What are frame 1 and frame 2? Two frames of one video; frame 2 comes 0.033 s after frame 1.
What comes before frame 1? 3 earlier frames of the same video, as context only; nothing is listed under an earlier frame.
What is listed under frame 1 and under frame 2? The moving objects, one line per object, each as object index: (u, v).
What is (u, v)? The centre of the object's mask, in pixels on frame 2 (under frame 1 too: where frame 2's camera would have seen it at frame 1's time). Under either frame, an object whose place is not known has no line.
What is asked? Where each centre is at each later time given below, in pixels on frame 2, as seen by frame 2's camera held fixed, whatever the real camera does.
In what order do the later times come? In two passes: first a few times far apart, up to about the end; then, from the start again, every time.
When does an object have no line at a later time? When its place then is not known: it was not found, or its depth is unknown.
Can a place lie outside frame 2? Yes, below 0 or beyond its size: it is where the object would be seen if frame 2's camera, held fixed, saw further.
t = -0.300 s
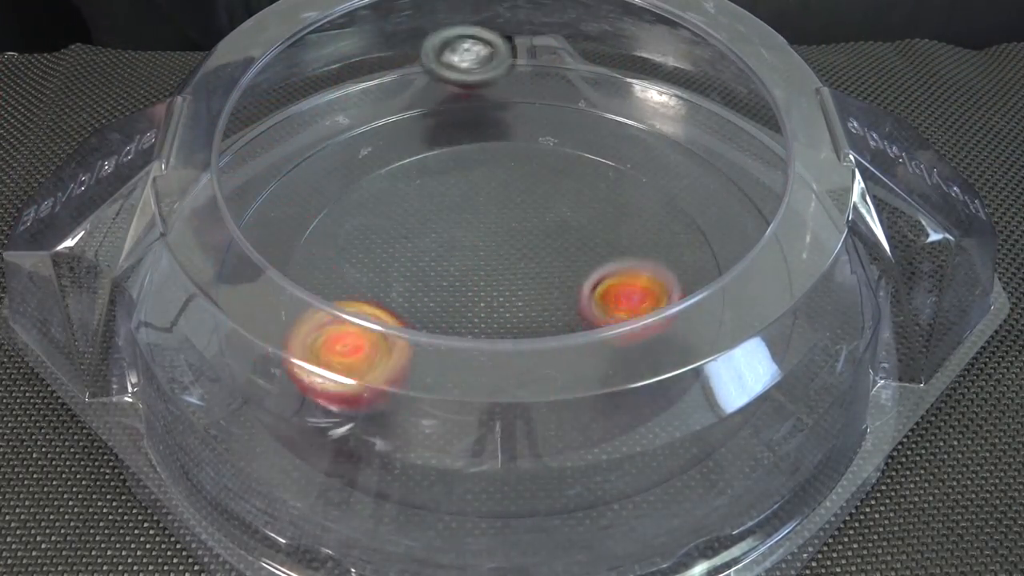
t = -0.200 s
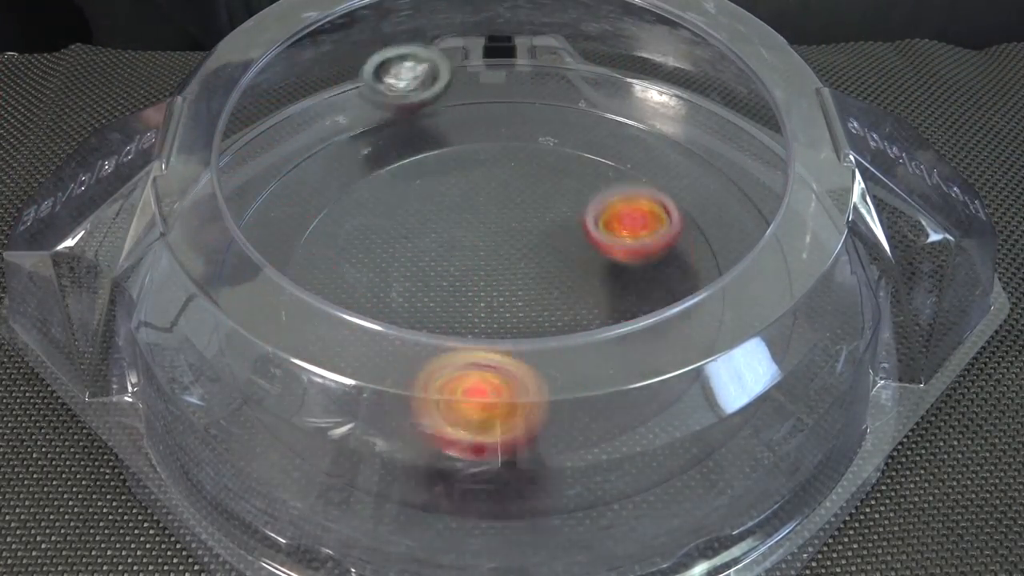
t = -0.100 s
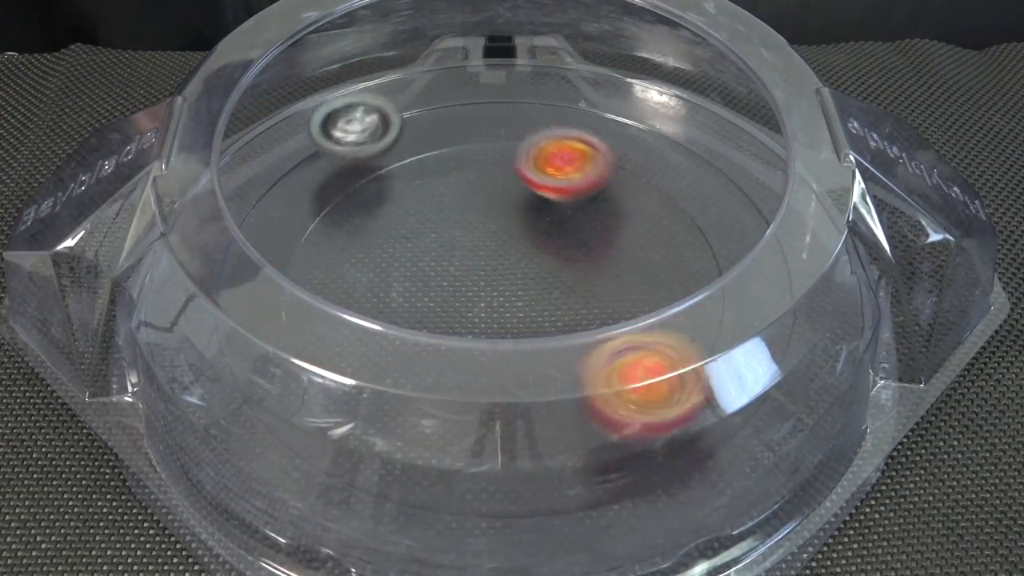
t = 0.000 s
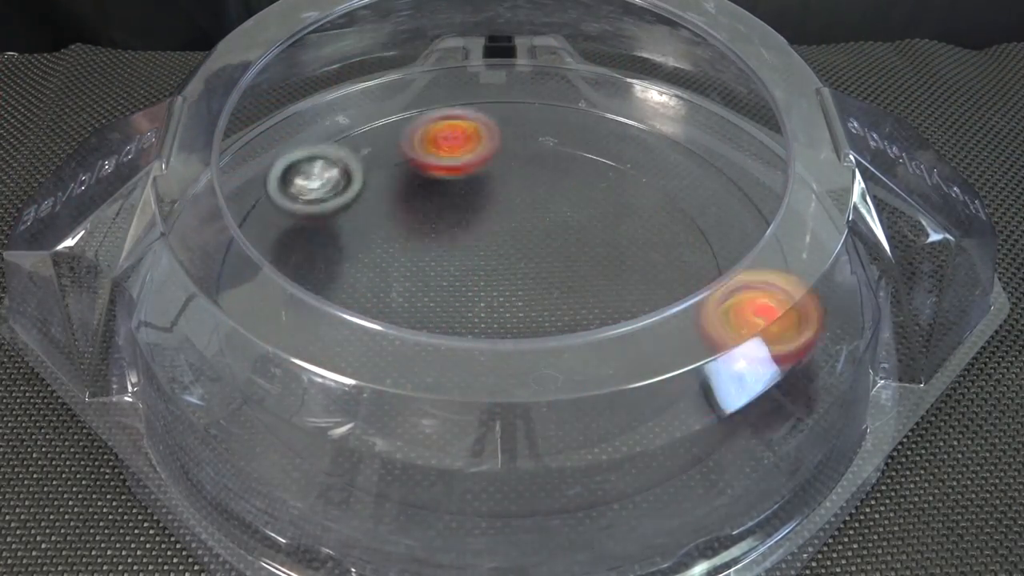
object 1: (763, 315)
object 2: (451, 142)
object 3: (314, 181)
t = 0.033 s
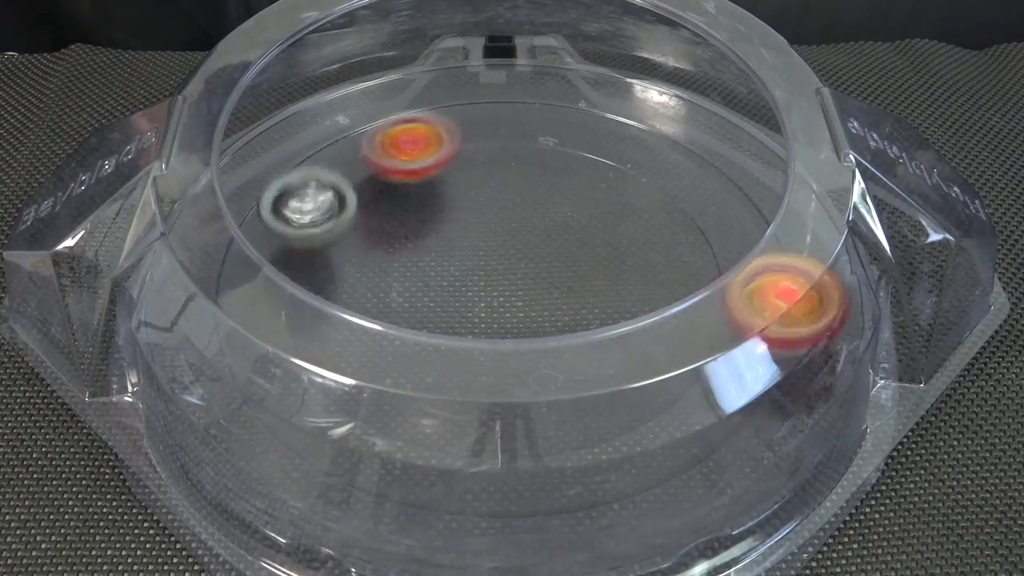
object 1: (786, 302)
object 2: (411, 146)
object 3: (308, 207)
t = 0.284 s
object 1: (750, 182)
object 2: (209, 277)
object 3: (486, 407)
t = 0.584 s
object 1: (670, 117)
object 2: (396, 455)
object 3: (784, 310)
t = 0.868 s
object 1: (583, 91)
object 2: (617, 449)
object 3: (696, 144)
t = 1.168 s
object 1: (429, 86)
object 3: (640, 115)
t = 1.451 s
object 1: (242, 207)
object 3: (569, 102)
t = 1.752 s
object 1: (363, 449)
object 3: (442, 100)
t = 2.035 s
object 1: (701, 425)
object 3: (389, 247)
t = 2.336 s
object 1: (784, 287)
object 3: (669, 346)
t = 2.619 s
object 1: (736, 166)
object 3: (605, 230)
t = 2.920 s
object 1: (530, 81)
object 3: (357, 270)
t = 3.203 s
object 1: (448, 93)
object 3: (572, 375)
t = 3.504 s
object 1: (382, 124)
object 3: (574, 214)
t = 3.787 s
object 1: (307, 149)
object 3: (380, 286)
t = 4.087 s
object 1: (260, 183)
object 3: (556, 361)
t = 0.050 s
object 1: (792, 293)
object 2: (389, 150)
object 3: (306, 221)
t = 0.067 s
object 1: (793, 281)
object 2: (371, 155)
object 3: (307, 235)
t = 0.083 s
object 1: (793, 272)
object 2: (351, 162)
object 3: (311, 247)
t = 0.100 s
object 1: (797, 266)
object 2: (334, 169)
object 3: (312, 264)
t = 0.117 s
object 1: (785, 252)
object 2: (318, 177)
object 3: (315, 280)
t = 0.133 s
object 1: (781, 242)
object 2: (302, 189)
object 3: (322, 296)
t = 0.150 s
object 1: (777, 232)
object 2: (289, 198)
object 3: (331, 312)
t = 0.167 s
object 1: (771, 223)
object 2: (277, 209)
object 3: (343, 329)
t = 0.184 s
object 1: (767, 214)
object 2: (263, 219)
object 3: (360, 343)
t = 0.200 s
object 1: (763, 207)
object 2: (250, 230)
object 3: (377, 361)
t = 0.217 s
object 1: (761, 201)
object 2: (236, 241)
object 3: (395, 374)
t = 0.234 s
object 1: (756, 195)
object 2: (227, 250)
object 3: (416, 384)
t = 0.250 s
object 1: (754, 190)
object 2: (212, 263)
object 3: (438, 393)
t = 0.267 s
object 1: (752, 186)
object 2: (212, 267)
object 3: (461, 401)
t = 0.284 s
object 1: (750, 182)
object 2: (209, 277)
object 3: (486, 407)
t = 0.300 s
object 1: (747, 179)
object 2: (210, 290)
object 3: (510, 410)
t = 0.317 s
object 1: (745, 175)
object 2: (215, 301)
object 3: (534, 413)
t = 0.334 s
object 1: (740, 171)
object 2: (221, 314)
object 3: (558, 411)
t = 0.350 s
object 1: (737, 166)
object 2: (230, 329)
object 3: (580, 411)
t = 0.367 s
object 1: (733, 162)
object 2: (240, 340)
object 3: (604, 408)
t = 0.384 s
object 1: (729, 158)
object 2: (253, 352)
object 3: (637, 406)
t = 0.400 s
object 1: (724, 154)
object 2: (264, 364)
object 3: (654, 402)
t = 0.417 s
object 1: (721, 151)
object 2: (275, 374)
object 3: (671, 401)
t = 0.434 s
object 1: (717, 147)
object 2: (287, 386)
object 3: (689, 400)
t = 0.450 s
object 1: (713, 144)
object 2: (298, 396)
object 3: (713, 402)
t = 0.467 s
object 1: (708, 141)
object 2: (306, 405)
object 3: (739, 409)
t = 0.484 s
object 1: (702, 137)
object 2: (316, 417)
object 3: (762, 393)
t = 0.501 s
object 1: (697, 133)
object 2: (324, 427)
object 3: (775, 364)
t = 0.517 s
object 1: (692, 130)
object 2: (334, 434)
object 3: (778, 352)
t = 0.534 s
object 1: (687, 126)
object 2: (346, 441)
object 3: (782, 342)
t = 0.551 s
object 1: (682, 123)
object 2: (361, 447)
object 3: (784, 331)
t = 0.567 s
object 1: (676, 120)
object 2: (378, 452)
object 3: (784, 321)
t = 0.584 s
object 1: (670, 117)
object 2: (396, 455)
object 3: (784, 310)
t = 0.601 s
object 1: (663, 114)
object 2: (413, 458)
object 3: (782, 299)
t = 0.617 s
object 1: (658, 111)
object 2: (433, 461)
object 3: (780, 287)
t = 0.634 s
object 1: (652, 109)
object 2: (448, 463)
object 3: (775, 272)
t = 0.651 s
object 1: (647, 107)
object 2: (465, 465)
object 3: (771, 259)
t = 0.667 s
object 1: (641, 105)
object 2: (478, 468)
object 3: (768, 249)
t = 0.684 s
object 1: (636, 103)
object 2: (493, 469)
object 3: (761, 235)
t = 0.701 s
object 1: (630, 101)
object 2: (506, 470)
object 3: (756, 225)
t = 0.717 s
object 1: (625, 100)
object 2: (518, 470)
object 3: (745, 214)
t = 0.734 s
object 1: (620, 98)
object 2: (531, 469)
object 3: (739, 206)
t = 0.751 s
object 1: (615, 97)
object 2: (544, 468)
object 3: (738, 197)
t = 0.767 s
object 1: (610, 96)
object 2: (556, 467)
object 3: (734, 188)
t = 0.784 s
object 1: (605, 95)
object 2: (567, 465)
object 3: (728, 179)
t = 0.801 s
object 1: (601, 94)
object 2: (578, 462)
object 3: (722, 171)
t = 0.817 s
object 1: (597, 93)
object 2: (589, 459)
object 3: (716, 164)
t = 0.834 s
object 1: (592, 92)
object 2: (599, 456)
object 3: (710, 157)
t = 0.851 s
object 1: (588, 92)
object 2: (609, 452)
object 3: (703, 150)
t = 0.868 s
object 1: (583, 91)
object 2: (617, 449)
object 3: (696, 144)
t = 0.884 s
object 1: (578, 91)
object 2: (626, 446)
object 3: (689, 138)
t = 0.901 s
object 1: (574, 90)
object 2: (633, 441)
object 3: (681, 132)
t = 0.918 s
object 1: (569, 90)
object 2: (640, 437)
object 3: (673, 126)
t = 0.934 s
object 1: (565, 89)
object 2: (646, 433)
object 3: (665, 121)
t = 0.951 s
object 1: (560, 89)
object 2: (653, 430)
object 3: (656, 116)
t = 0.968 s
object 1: (555, 89)
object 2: (657, 425)
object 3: (647, 111)
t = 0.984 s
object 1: (546, 87)
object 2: (662, 420)
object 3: (644, 110)
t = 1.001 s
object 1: (535, 84)
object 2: (664, 413)
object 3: (644, 109)
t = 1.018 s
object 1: (524, 82)
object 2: (666, 407)
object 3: (645, 109)
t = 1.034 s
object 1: (514, 80)
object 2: (667, 402)
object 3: (646, 109)
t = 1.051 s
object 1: (504, 79)
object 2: (667, 396)
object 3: (646, 109)
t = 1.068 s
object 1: (495, 79)
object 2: (669, 391)
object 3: (645, 110)
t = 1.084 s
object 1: (484, 80)
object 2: (671, 385)
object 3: (645, 110)
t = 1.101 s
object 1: (472, 82)
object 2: (672, 380)
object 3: (644, 111)
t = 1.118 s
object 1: (461, 83)
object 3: (643, 112)
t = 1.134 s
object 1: (451, 84)
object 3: (642, 113)
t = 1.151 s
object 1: (440, 84)
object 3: (641, 113)
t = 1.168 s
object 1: (429, 86)
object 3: (640, 115)
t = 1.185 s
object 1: (418, 89)
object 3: (638, 115)
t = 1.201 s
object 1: (406, 92)
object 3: (636, 117)
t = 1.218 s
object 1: (395, 96)
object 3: (635, 117)
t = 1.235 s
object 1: (384, 98)
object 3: (633, 119)
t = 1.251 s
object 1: (372, 102)
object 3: (630, 120)
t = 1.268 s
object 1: (361, 107)
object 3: (627, 122)
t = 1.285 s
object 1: (348, 112)
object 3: (624, 123)
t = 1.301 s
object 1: (336, 118)
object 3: (621, 125)
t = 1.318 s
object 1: (324, 125)
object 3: (617, 128)
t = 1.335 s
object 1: (312, 133)
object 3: (612, 130)
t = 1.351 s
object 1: (300, 140)
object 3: (605, 135)
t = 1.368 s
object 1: (289, 150)
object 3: (598, 139)
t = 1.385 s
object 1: (277, 160)
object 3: (593, 133)
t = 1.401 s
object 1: (268, 171)
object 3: (588, 123)
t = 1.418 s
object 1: (260, 182)
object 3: (583, 114)
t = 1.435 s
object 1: (251, 195)
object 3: (576, 108)
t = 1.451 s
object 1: (242, 207)
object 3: (569, 102)
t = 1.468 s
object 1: (235, 219)
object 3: (563, 96)
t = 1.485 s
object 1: (228, 236)
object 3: (556, 91)
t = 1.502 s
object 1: (225, 250)
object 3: (550, 85)
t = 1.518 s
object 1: (214, 270)
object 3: (544, 80)
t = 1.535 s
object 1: (217, 282)
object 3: (539, 76)
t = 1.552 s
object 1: (220, 294)
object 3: (533, 70)
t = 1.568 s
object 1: (226, 309)
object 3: (526, 68)
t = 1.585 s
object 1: (231, 323)
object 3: (519, 68)
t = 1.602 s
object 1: (237, 340)
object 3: (512, 69)
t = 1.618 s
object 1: (245, 353)
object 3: (504, 72)
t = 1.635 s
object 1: (253, 369)
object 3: (496, 76)
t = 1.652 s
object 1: (264, 383)
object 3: (488, 80)
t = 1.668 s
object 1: (278, 396)
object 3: (480, 83)
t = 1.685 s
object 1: (296, 410)
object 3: (472, 87)
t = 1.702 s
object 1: (314, 421)
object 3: (464, 90)
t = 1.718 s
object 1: (331, 434)
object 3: (456, 93)
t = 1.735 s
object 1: (348, 441)
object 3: (449, 96)
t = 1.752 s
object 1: (363, 449)
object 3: (442, 100)
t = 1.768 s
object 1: (380, 456)
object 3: (437, 103)
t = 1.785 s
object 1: (398, 462)
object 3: (432, 106)
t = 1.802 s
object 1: (418, 466)
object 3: (427, 109)
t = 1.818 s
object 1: (440, 471)
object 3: (421, 113)
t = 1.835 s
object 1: (461, 473)
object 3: (417, 116)
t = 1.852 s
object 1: (484, 474)
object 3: (413, 122)
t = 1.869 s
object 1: (508, 475)
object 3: (409, 130)
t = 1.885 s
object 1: (532, 473)
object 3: (405, 137)
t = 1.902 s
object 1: (553, 471)
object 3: (401, 146)
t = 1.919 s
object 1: (574, 469)
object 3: (398, 156)
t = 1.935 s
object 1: (595, 464)
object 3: (394, 165)
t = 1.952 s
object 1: (615, 459)
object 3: (391, 178)
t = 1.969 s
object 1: (635, 452)
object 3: (389, 190)
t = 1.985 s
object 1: (655, 444)
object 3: (388, 204)
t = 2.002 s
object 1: (672, 436)
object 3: (387, 217)
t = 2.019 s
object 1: (687, 430)
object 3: (388, 231)
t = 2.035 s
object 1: (701, 425)
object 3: (389, 247)
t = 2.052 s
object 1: (714, 414)
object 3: (392, 263)
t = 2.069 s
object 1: (722, 407)
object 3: (398, 278)
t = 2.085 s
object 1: (743, 383)
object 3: (407, 290)
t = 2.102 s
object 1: (753, 372)
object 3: (418, 299)
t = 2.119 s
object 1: (771, 357)
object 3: (428, 318)
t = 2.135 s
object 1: (773, 345)
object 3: (444, 331)
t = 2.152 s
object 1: (777, 337)
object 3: (459, 341)
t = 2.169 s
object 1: (778, 329)
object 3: (477, 351)
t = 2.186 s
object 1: (779, 323)
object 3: (495, 358)
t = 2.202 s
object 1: (780, 318)
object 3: (513, 362)
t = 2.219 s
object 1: (780, 313)
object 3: (533, 367)
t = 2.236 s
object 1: (780, 309)
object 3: (553, 369)
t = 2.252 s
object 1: (781, 306)
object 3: (574, 371)
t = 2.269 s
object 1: (781, 301)
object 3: (595, 368)
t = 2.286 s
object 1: (780, 297)
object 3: (616, 365)
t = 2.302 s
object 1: (782, 294)
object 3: (636, 360)
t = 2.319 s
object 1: (783, 290)
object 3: (653, 354)
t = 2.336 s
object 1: (784, 287)
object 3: (669, 346)
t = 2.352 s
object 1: (780, 278)
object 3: (683, 336)
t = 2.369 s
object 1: (789, 278)
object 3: (695, 327)
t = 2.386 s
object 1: (784, 266)
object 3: (701, 321)
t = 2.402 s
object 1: (788, 260)
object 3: (703, 317)
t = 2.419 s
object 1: (789, 253)
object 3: (703, 313)
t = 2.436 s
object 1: (788, 246)
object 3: (701, 308)
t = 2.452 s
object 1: (784, 239)
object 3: (696, 297)
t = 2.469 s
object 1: (780, 231)
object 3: (692, 290)
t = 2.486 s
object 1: (773, 221)
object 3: (686, 281)
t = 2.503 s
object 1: (772, 215)
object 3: (674, 270)
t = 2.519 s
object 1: (769, 210)
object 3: (669, 266)
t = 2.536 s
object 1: (765, 202)
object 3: (663, 263)
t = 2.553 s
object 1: (761, 195)
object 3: (655, 257)
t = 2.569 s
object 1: (755, 188)
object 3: (642, 248)
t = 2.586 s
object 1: (744, 181)
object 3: (629, 242)
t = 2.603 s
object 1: (740, 174)
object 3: (617, 236)
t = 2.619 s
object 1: (736, 166)
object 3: (605, 230)
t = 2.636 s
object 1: (729, 158)
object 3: (591, 223)
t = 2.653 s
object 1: (722, 152)
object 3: (574, 218)
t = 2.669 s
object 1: (714, 144)
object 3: (558, 215)
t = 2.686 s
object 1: (705, 138)
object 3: (543, 212)
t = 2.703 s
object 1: (695, 131)
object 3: (525, 209)
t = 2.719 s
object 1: (683, 124)
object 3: (506, 208)
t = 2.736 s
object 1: (672, 117)
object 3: (486, 208)
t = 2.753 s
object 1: (659, 111)
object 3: (472, 208)
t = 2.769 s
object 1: (645, 105)
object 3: (455, 210)
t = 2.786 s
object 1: (632, 100)
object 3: (438, 213)
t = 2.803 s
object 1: (618, 96)
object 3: (421, 217)
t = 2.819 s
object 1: (603, 92)
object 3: (406, 223)
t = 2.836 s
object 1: (588, 90)
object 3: (394, 228)
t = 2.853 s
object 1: (575, 87)
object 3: (381, 235)
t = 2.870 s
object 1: (562, 84)
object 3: (368, 243)
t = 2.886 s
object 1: (550, 83)
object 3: (361, 251)
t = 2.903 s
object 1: (539, 82)
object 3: (355, 261)
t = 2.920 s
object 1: (530, 81)
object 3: (357, 270)
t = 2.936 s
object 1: (522, 81)
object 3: (365, 281)
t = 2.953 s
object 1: (514, 81)
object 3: (375, 290)
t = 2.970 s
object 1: (507, 81)
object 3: (385, 298)
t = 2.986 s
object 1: (502, 81)
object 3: (389, 317)
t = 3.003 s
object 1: (496, 82)
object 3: (400, 328)
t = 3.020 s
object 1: (492, 82)
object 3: (409, 337)
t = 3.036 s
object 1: (487, 83)
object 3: (418, 344)
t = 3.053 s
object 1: (483, 84)
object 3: (430, 351)
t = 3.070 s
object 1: (479, 85)
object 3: (445, 359)
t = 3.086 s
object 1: (475, 86)
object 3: (461, 363)
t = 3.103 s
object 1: (471, 86)
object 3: (476, 366)
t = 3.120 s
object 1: (467, 87)
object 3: (491, 372)
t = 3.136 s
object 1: (464, 88)
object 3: (506, 374)
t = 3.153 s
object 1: (460, 89)
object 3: (520, 375)
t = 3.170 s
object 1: (456, 90)
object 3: (538, 378)
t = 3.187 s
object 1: (452, 91)
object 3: (555, 378)
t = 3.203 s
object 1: (448, 93)
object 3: (572, 375)
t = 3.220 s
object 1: (445, 94)
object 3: (585, 366)
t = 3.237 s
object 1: (441, 95)
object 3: (595, 360)
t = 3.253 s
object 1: (438, 97)
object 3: (608, 353)
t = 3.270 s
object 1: (434, 98)
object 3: (620, 345)
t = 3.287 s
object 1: (430, 100)
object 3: (629, 334)
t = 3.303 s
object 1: (426, 101)
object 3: (636, 324)
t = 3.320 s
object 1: (422, 103)
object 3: (640, 312)
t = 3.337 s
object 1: (419, 105)
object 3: (641, 305)
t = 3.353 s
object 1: (415, 107)
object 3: (642, 292)
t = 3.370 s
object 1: (411, 108)
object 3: (641, 281)
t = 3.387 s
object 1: (408, 110)
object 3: (640, 274)
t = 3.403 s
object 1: (403, 112)
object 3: (635, 264)
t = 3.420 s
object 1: (400, 114)
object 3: (630, 255)
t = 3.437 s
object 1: (396, 116)
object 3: (621, 245)
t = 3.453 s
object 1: (393, 118)
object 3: (611, 236)
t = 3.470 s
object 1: (389, 120)
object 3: (601, 228)
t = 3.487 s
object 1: (386, 122)
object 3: (587, 220)
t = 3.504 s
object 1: (382, 124)
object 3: (574, 214)
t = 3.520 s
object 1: (378, 127)
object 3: (559, 208)
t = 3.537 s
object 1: (374, 130)
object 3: (543, 203)
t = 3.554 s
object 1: (371, 132)
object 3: (529, 198)
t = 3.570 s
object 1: (367, 135)
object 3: (510, 196)
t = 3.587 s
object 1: (364, 138)
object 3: (494, 194)
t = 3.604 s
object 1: (360, 140)
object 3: (478, 193)
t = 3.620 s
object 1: (357, 143)
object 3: (460, 192)
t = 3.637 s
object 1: (353, 146)
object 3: (445, 193)
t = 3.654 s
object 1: (349, 149)
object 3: (430, 195)
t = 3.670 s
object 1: (346, 151)
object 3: (415, 201)
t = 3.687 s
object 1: (340, 150)
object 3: (408, 213)
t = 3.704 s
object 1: (334, 149)
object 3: (398, 227)
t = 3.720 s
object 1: (328, 149)
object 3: (393, 240)
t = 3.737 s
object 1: (322, 149)
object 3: (386, 253)
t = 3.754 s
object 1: (317, 149)
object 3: (381, 267)
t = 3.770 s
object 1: (312, 149)
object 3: (379, 277)
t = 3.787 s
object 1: (307, 149)
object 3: (380, 286)
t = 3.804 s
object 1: (303, 150)
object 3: (382, 293)
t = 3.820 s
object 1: (299, 150)
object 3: (381, 307)
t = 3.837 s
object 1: (295, 150)
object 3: (385, 320)
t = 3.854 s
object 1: (291, 150)
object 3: (391, 331)
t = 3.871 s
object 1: (287, 151)
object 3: (396, 338)
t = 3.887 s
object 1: (284, 153)
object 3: (405, 347)
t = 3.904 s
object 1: (282, 156)
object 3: (414, 356)
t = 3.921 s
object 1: (281, 159)
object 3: (426, 361)
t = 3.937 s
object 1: (279, 162)
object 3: (435, 364)
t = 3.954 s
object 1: (276, 164)
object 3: (447, 368)
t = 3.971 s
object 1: (274, 166)
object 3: (461, 378)
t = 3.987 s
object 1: (272, 168)
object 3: (476, 379)
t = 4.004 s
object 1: (270, 169)
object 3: (488, 380)
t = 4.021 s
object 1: (268, 171)
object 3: (503, 380)
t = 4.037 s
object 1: (267, 174)
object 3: (518, 379)
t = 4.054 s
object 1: (266, 177)
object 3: (532, 374)
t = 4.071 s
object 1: (266, 180)
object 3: (542, 368)
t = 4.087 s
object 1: (260, 183)
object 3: (556, 361)
